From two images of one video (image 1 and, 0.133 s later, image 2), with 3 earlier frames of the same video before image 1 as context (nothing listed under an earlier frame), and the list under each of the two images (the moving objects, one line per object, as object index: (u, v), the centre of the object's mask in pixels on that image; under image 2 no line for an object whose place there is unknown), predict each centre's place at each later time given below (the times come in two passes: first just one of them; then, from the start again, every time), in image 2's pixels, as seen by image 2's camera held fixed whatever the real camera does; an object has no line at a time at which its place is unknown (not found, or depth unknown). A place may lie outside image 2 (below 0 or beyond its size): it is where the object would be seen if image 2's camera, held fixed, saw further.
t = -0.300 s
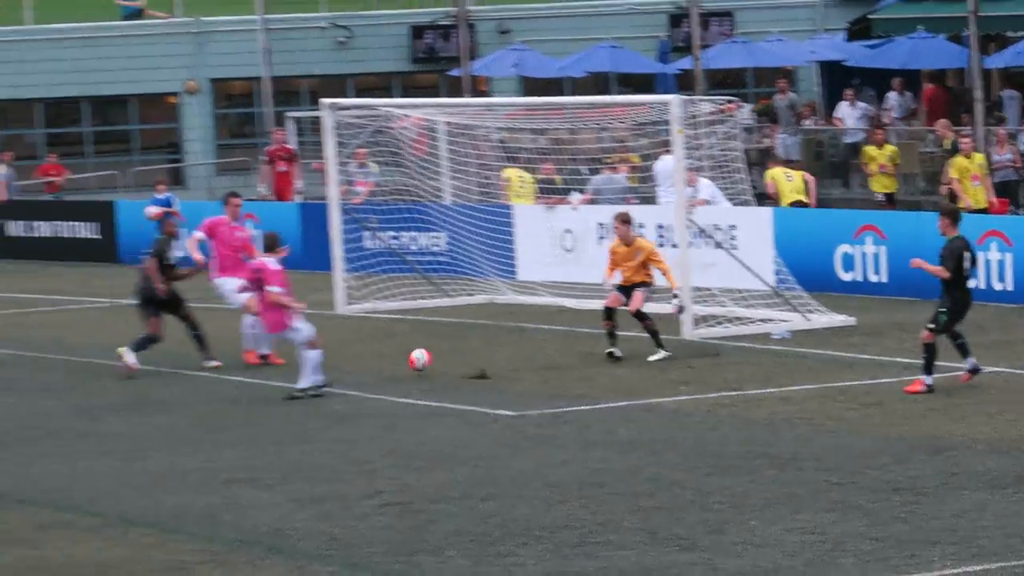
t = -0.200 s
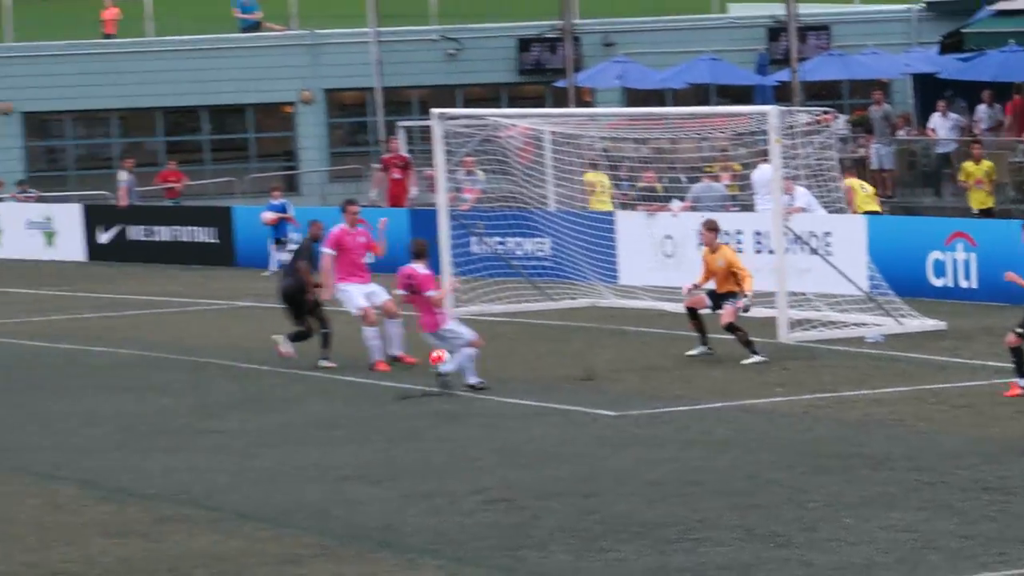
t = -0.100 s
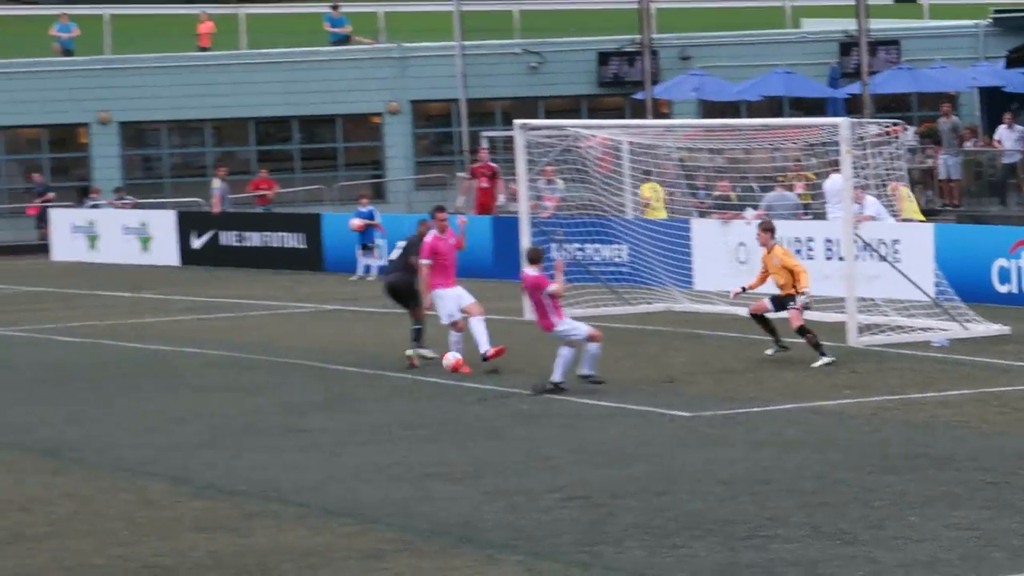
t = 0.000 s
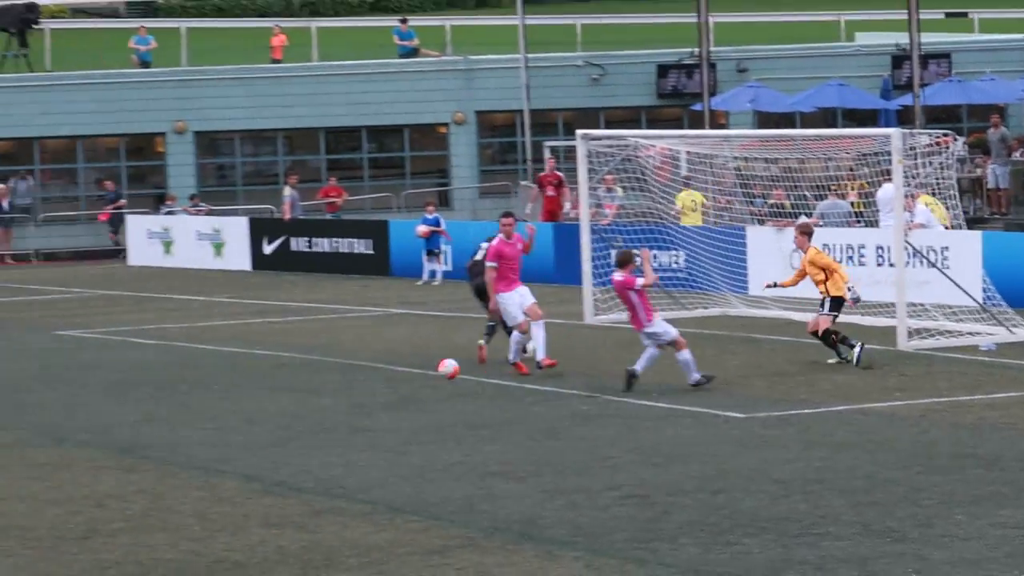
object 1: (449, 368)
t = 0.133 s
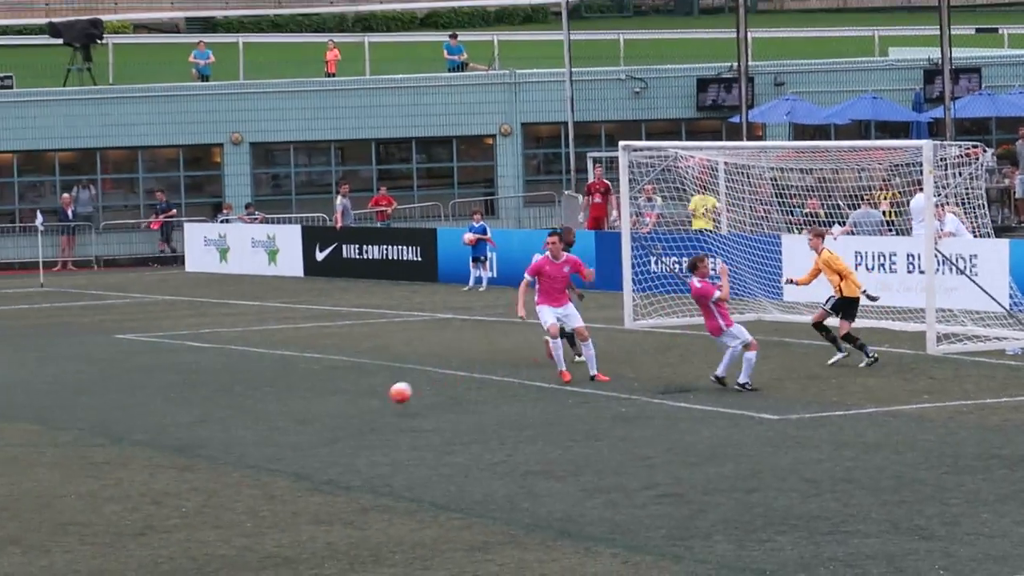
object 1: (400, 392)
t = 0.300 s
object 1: (282, 415)
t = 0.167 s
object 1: (375, 400)
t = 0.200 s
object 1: (350, 411)
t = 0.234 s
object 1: (326, 418)
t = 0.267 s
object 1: (304, 416)
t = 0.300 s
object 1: (282, 415)
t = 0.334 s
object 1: (259, 416)
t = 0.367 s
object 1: (236, 418)
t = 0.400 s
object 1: (213, 421)
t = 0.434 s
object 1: (189, 425)
